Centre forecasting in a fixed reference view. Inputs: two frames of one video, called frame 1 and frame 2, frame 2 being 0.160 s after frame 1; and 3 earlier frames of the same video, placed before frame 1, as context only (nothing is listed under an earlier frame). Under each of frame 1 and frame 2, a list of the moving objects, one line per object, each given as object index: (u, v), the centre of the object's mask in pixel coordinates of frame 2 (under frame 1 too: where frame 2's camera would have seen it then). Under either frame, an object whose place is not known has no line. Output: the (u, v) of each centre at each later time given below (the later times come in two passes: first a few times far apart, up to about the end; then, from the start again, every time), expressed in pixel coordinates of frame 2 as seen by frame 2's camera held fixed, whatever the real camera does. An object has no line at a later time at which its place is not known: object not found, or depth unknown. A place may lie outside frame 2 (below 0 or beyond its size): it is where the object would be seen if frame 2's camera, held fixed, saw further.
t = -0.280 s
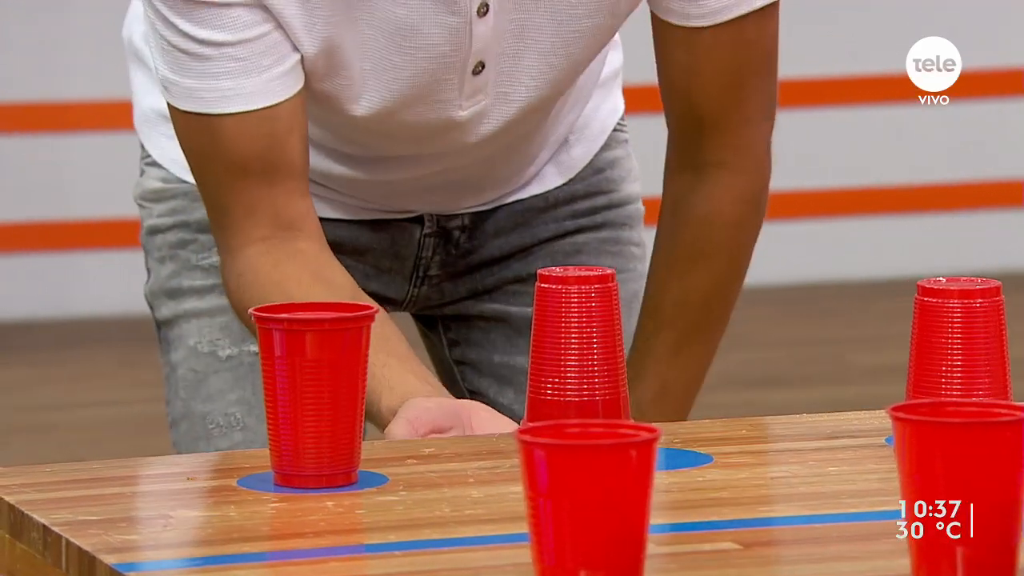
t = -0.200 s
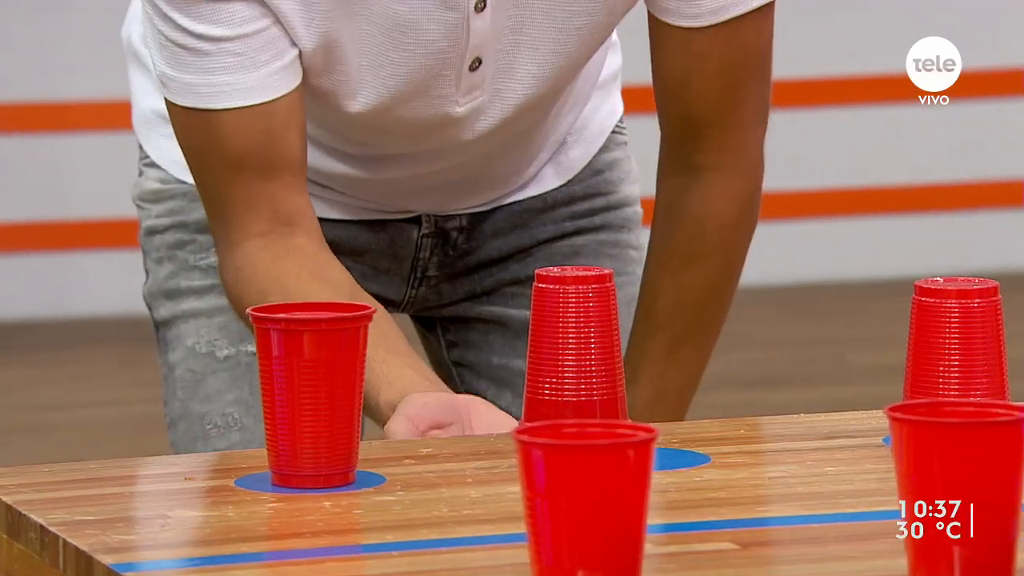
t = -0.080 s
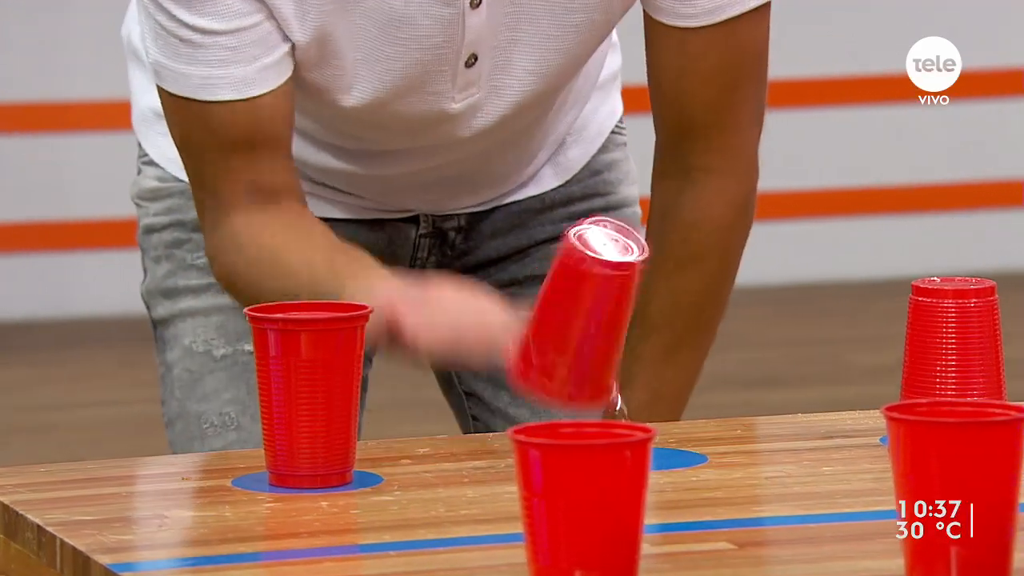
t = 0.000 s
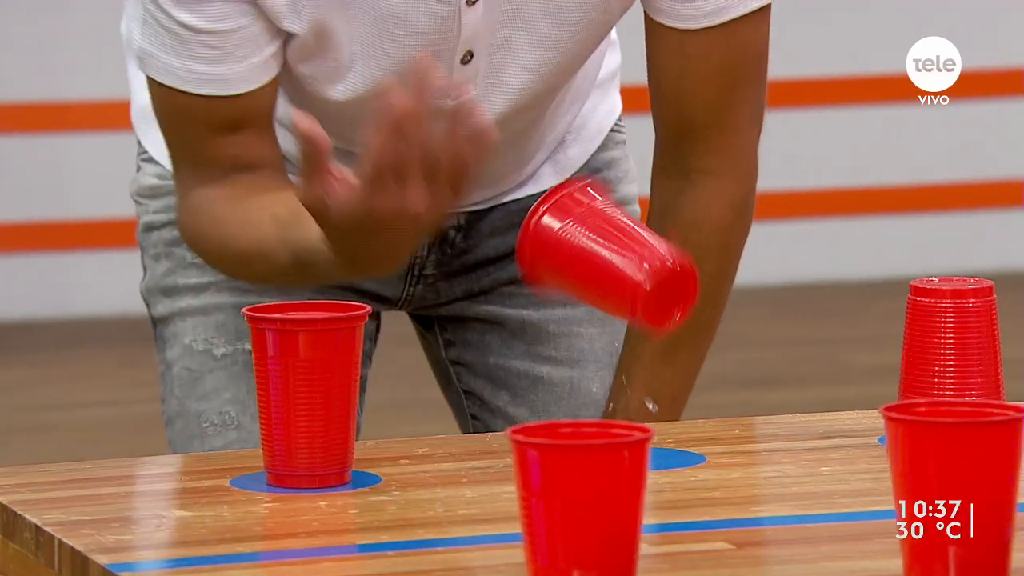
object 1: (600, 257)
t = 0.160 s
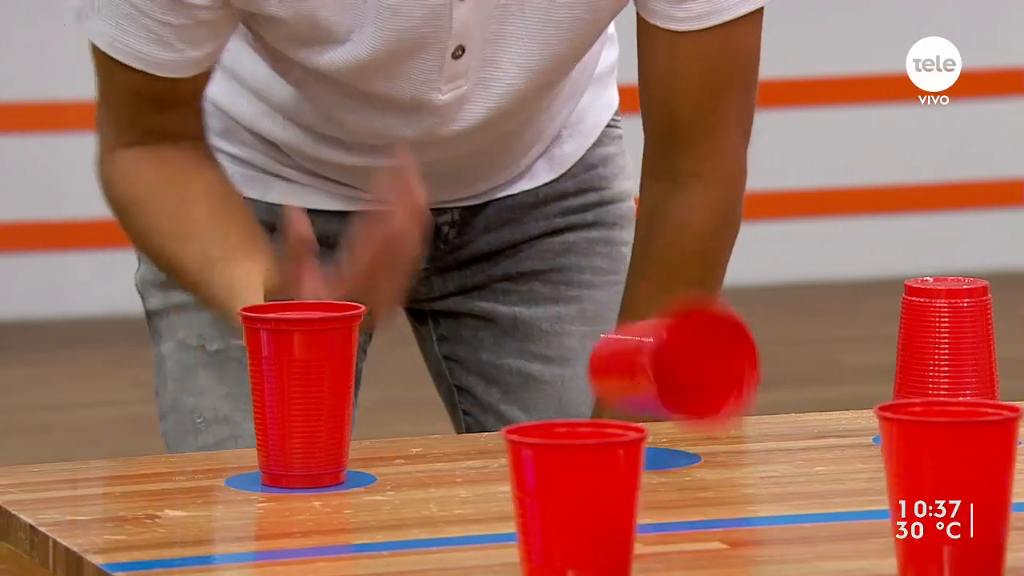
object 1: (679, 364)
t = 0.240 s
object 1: (714, 350)
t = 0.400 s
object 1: (789, 393)
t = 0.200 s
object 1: (696, 376)
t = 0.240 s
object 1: (714, 350)
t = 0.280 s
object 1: (732, 347)
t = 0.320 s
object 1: (750, 365)
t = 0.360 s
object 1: (770, 402)
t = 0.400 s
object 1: (789, 393)
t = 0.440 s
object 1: (803, 402)
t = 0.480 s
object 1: (808, 416)
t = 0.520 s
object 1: (811, 423)
